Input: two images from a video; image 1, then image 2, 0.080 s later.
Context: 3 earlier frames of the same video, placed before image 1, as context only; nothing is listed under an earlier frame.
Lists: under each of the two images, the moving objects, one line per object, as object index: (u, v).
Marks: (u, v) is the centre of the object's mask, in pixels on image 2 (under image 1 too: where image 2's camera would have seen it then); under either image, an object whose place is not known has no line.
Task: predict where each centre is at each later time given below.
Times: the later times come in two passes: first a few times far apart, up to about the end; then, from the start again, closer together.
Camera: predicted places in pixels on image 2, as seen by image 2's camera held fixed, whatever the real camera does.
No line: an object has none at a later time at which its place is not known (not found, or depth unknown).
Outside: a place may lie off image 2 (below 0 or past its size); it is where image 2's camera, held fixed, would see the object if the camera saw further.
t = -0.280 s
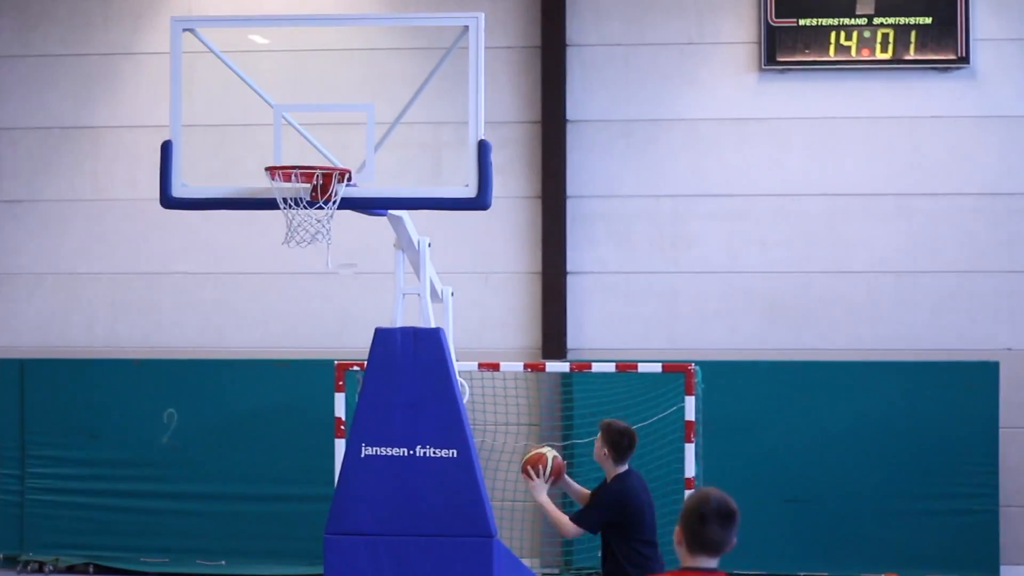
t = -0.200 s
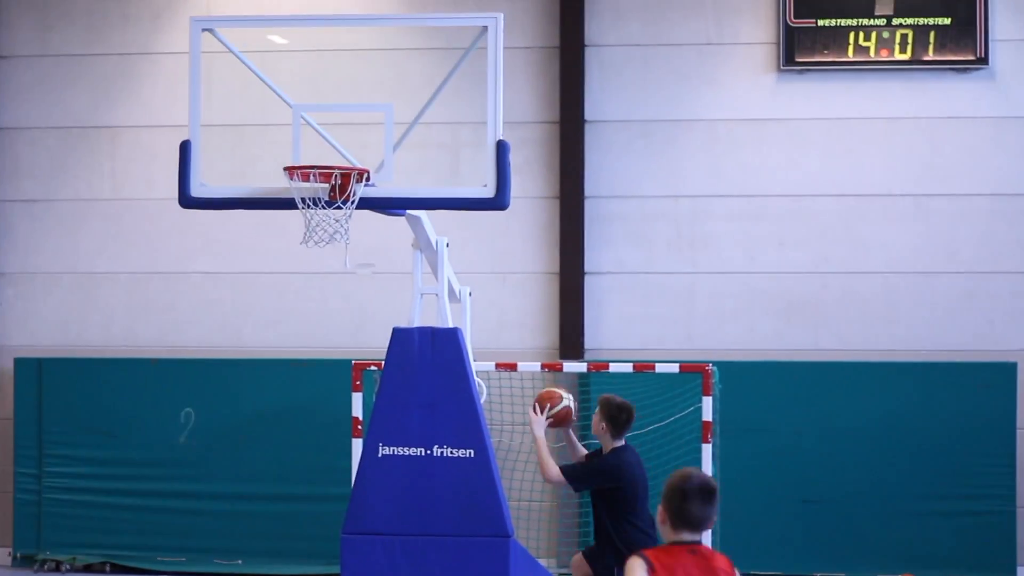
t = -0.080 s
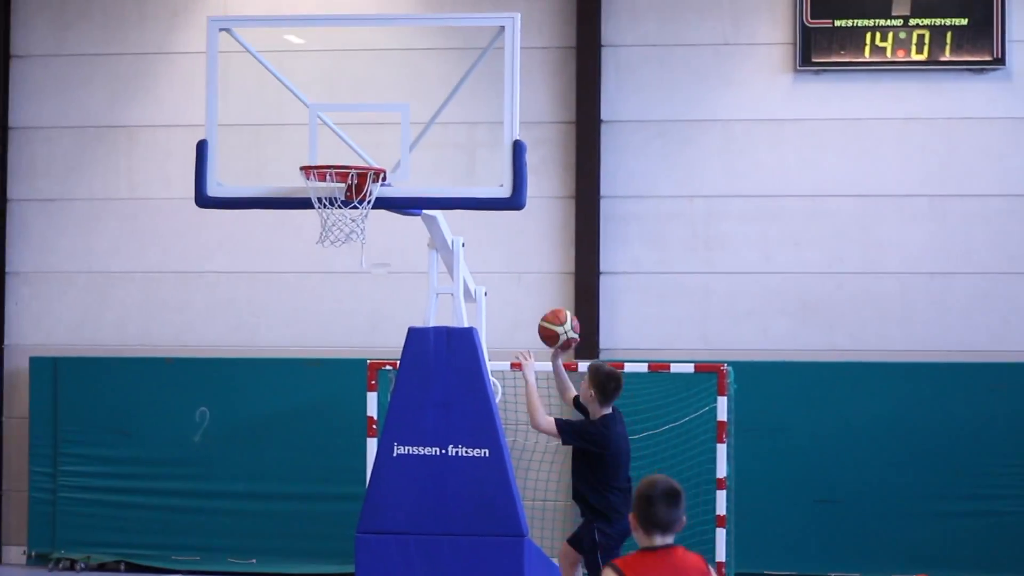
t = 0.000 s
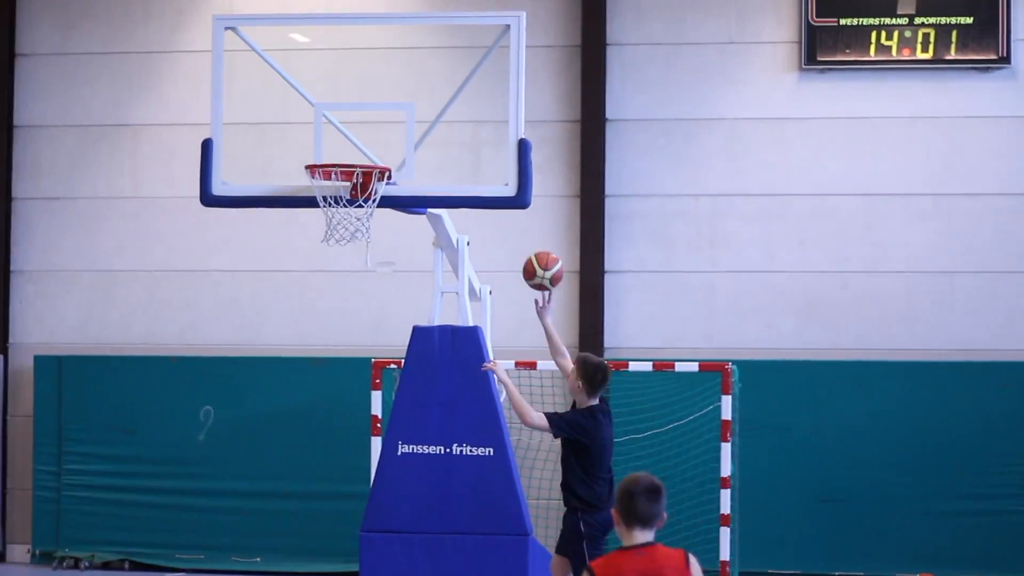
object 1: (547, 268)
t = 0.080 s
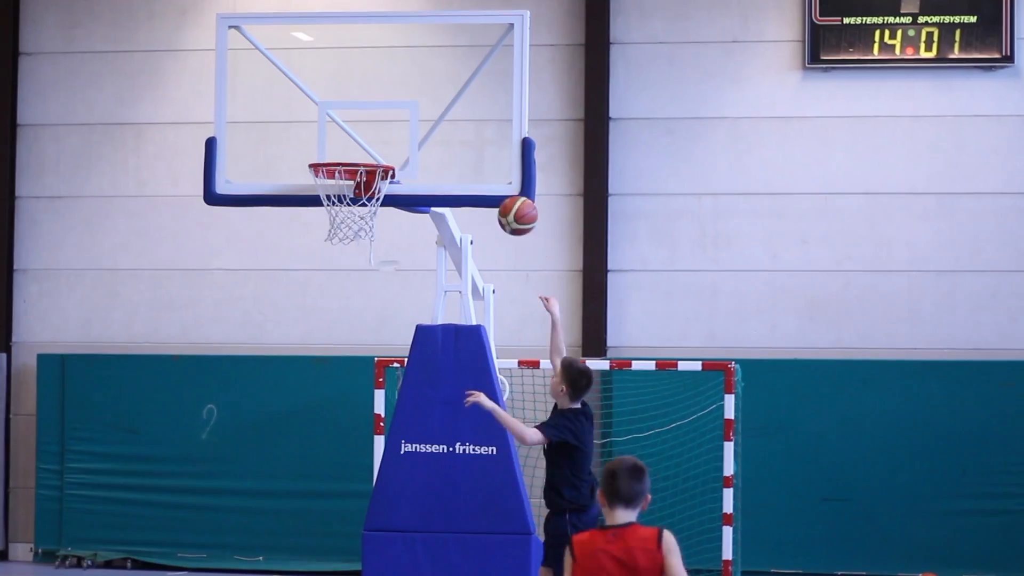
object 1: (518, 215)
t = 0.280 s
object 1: (451, 136)
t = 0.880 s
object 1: (327, 246)
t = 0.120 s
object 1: (504, 194)
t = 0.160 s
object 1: (490, 175)
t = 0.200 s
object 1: (477, 159)
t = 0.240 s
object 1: (464, 146)
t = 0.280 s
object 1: (451, 136)
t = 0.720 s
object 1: (335, 200)
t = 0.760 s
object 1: (331, 214)
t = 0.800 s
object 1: (329, 223)
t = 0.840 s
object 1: (329, 235)
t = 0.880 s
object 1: (327, 246)
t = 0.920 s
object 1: (326, 262)
